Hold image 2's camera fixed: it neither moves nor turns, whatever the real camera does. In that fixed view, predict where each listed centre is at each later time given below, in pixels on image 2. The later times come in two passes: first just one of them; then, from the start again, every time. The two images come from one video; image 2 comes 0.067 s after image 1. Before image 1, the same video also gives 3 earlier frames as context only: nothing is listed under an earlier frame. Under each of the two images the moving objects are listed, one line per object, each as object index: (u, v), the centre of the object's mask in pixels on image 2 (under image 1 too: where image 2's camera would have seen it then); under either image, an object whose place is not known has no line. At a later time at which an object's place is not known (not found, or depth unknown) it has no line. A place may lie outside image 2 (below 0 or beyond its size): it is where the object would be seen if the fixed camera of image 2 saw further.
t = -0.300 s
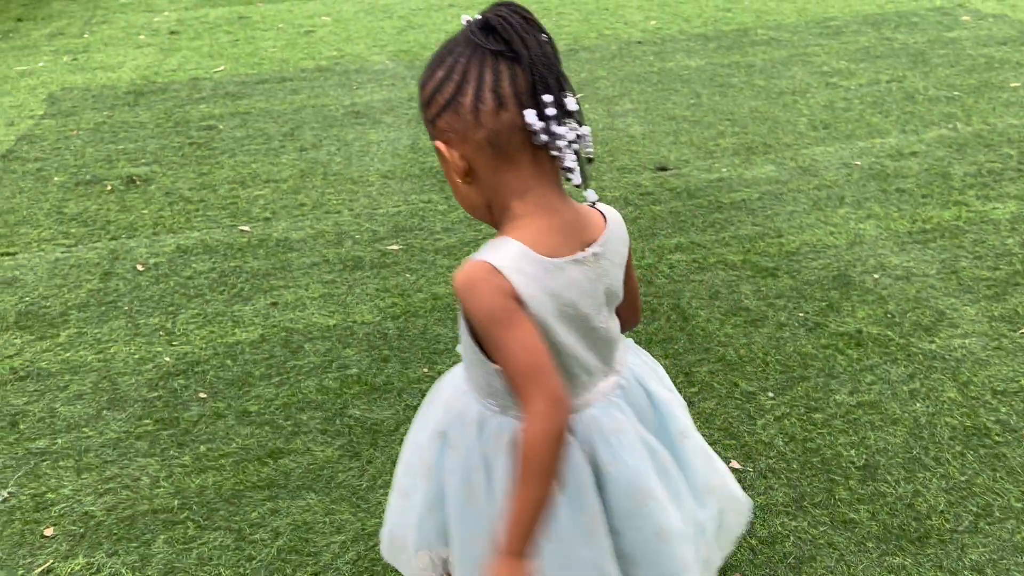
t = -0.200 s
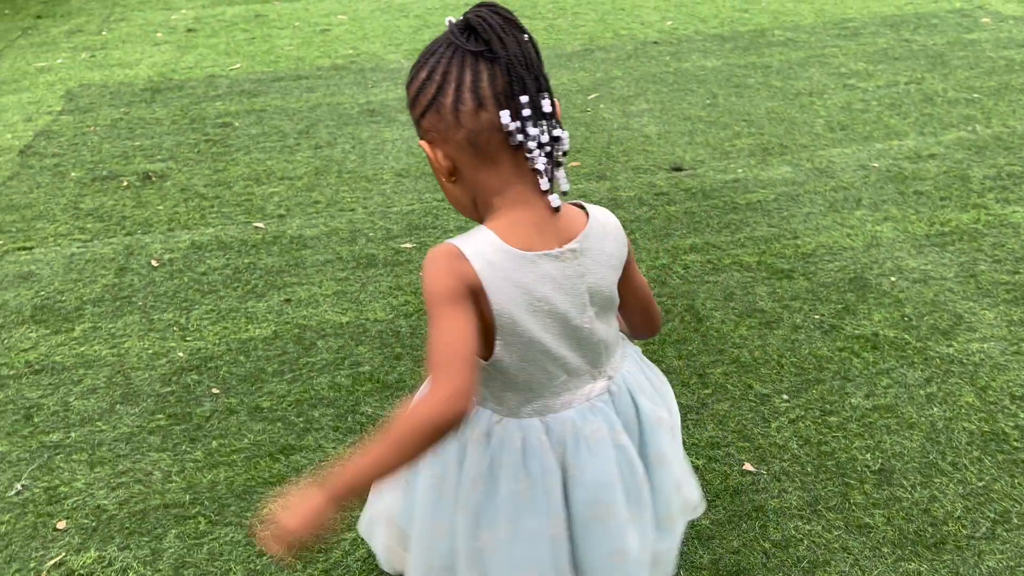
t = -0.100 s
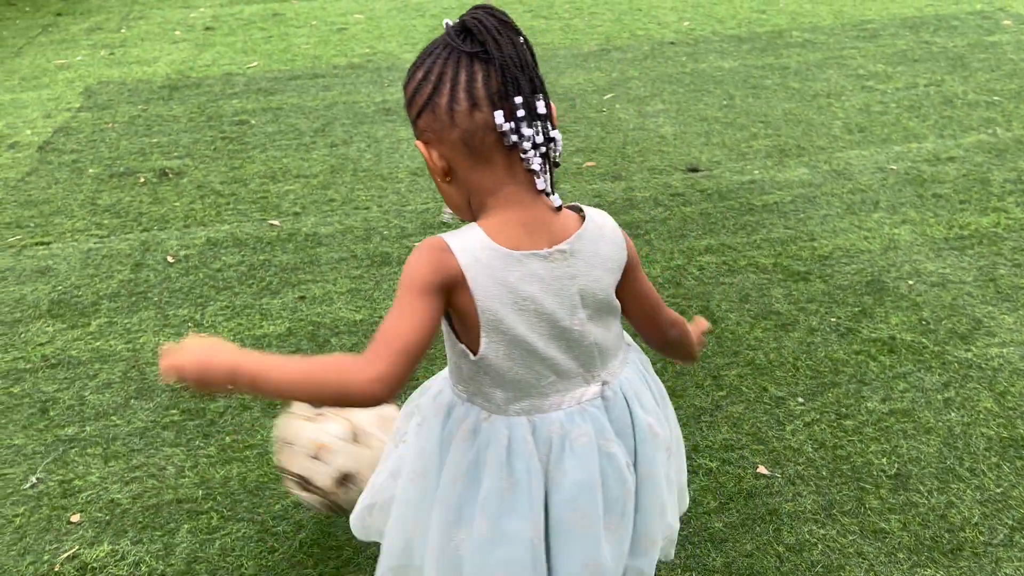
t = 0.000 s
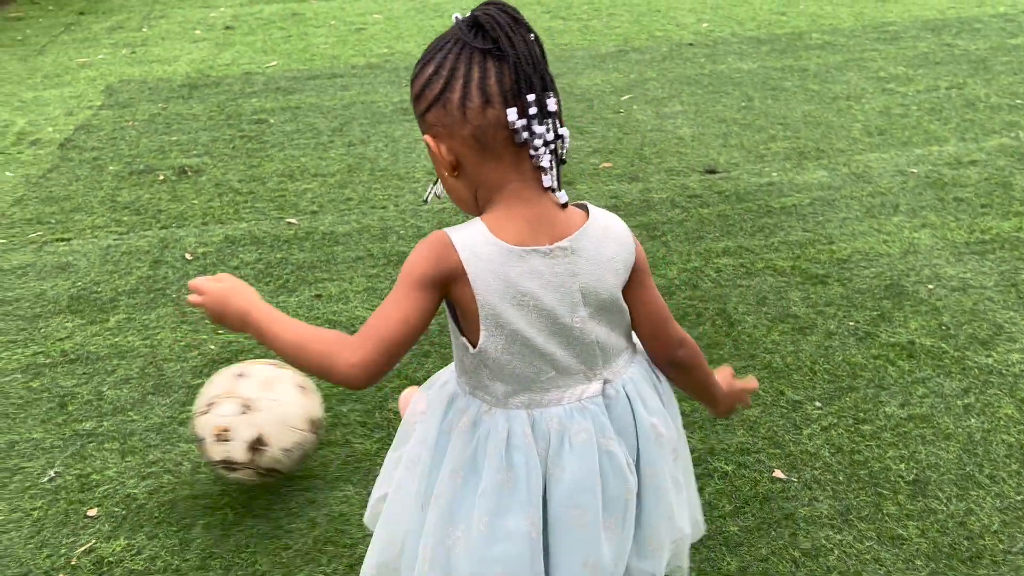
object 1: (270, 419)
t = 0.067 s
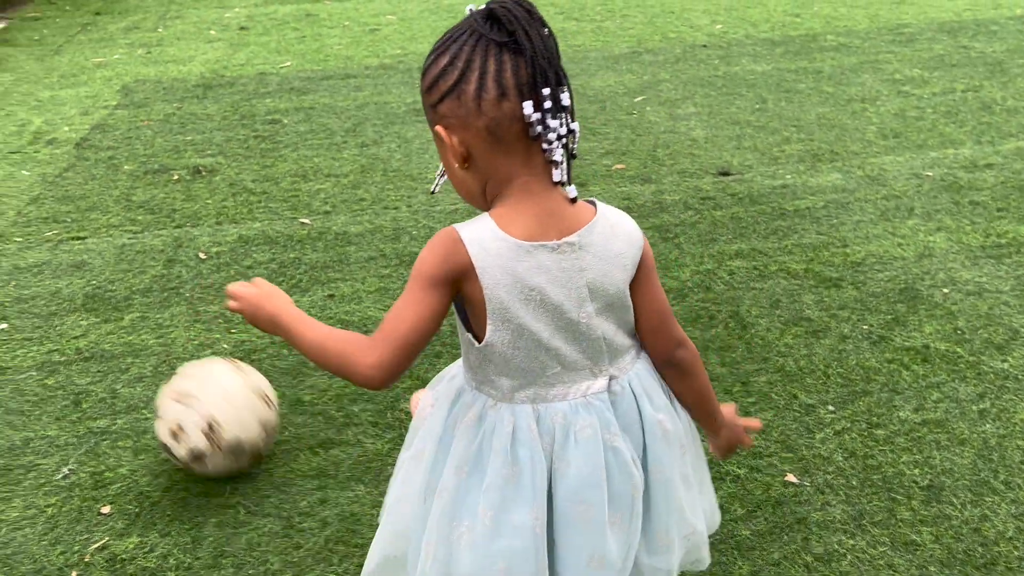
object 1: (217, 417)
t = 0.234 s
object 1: (122, 396)
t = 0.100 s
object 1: (194, 403)
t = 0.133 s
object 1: (173, 394)
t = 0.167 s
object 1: (154, 391)
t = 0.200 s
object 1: (137, 392)
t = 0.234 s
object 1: (122, 396)
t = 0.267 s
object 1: (102, 386)
